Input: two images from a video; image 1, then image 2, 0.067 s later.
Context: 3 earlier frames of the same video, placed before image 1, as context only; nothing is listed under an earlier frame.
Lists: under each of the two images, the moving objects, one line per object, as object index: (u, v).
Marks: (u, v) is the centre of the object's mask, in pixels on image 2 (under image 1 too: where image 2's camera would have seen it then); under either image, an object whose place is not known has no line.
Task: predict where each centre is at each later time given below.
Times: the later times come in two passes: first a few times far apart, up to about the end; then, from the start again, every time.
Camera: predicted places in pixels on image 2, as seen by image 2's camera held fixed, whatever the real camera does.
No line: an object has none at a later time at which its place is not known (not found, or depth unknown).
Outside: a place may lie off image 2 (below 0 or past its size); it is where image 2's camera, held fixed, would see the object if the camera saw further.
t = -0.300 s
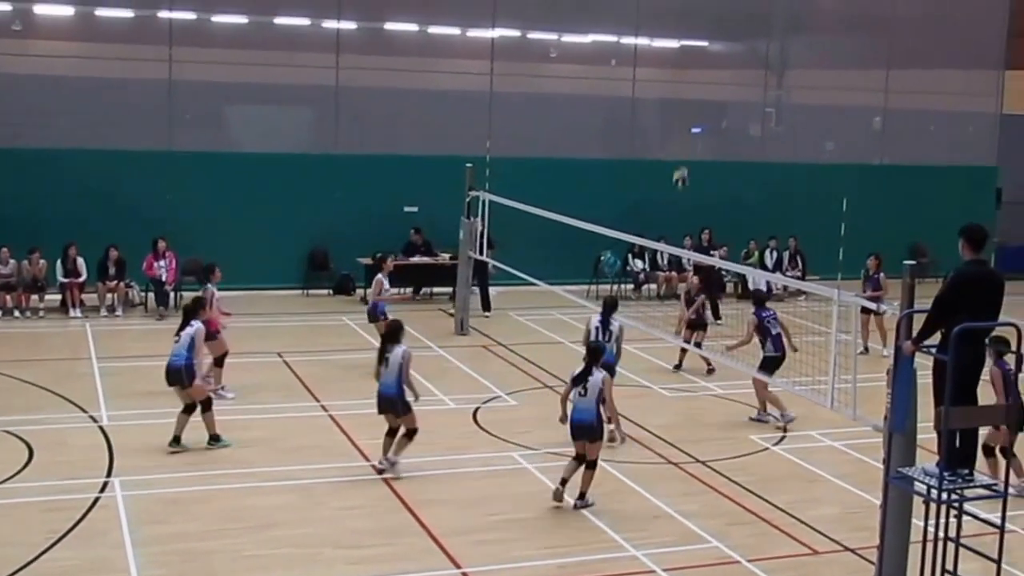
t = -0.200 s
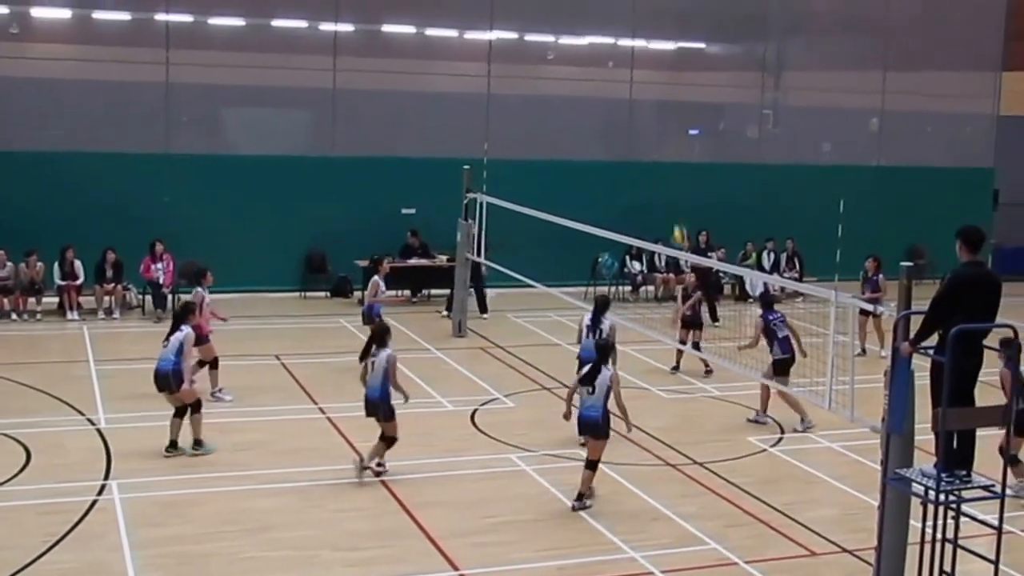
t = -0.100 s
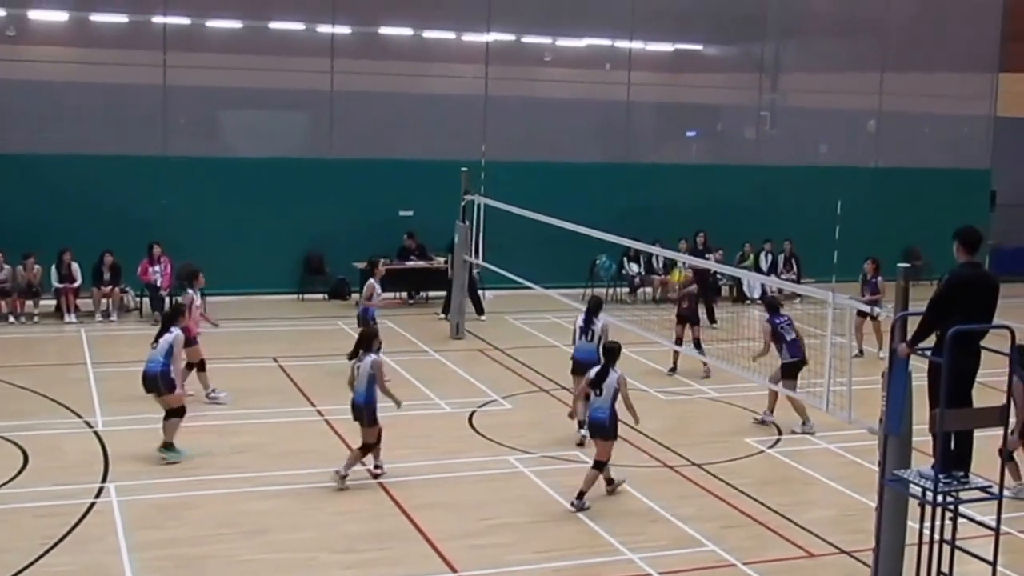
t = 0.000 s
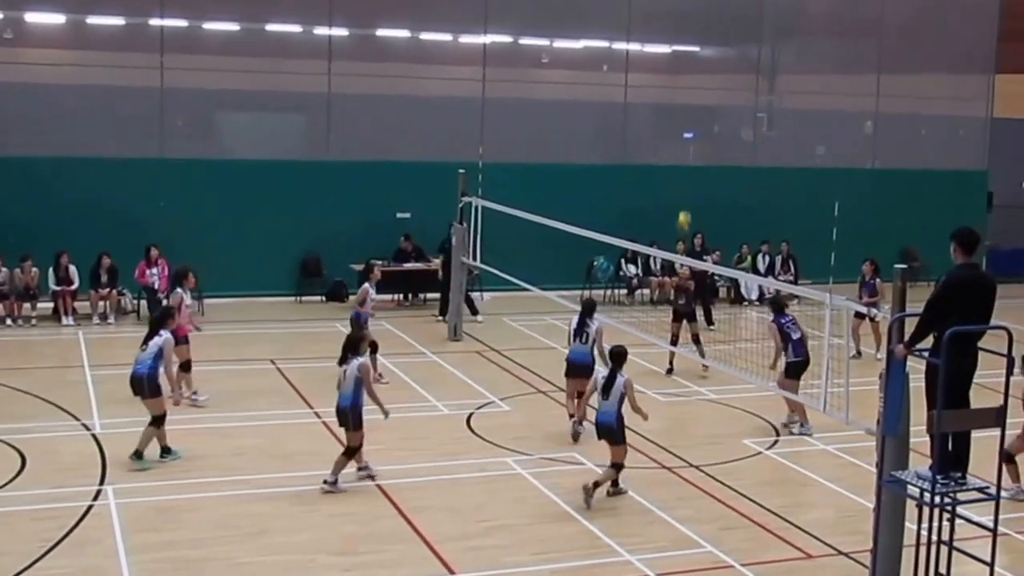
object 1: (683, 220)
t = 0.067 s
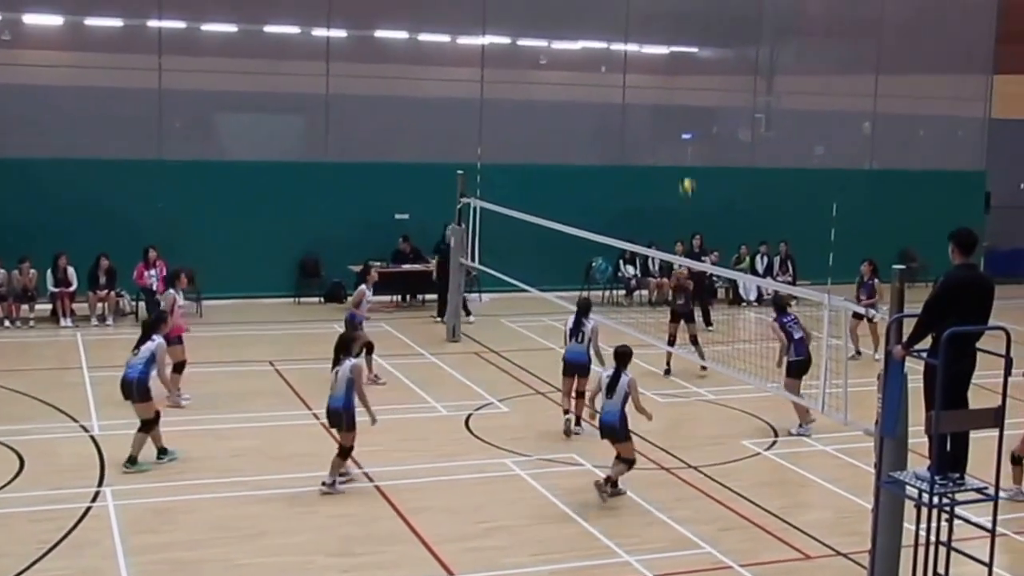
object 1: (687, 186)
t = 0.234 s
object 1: (700, 113)
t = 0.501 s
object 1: (715, 41)
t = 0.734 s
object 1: (725, 23)
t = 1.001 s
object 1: (733, 52)
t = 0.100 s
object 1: (689, 170)
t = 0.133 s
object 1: (692, 154)
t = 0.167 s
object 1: (697, 139)
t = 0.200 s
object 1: (697, 126)
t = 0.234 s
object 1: (700, 113)
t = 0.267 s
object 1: (701, 101)
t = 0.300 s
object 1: (704, 91)
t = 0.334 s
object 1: (704, 80)
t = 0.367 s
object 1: (707, 71)
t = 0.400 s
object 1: (709, 64)
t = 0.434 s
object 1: (711, 54)
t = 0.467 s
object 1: (713, 48)
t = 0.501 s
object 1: (715, 41)
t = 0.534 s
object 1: (716, 37)
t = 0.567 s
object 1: (718, 32)
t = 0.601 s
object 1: (720, 29)
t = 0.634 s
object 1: (720, 26)
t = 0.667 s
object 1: (722, 24)
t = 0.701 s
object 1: (724, 24)
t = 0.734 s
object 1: (725, 23)
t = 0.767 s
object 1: (726, 24)
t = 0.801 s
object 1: (728, 26)
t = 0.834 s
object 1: (728, 28)
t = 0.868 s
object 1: (729, 31)
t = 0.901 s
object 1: (730, 35)
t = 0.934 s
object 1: (732, 39)
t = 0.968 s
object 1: (733, 46)
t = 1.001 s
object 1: (733, 52)
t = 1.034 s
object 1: (734, 60)
